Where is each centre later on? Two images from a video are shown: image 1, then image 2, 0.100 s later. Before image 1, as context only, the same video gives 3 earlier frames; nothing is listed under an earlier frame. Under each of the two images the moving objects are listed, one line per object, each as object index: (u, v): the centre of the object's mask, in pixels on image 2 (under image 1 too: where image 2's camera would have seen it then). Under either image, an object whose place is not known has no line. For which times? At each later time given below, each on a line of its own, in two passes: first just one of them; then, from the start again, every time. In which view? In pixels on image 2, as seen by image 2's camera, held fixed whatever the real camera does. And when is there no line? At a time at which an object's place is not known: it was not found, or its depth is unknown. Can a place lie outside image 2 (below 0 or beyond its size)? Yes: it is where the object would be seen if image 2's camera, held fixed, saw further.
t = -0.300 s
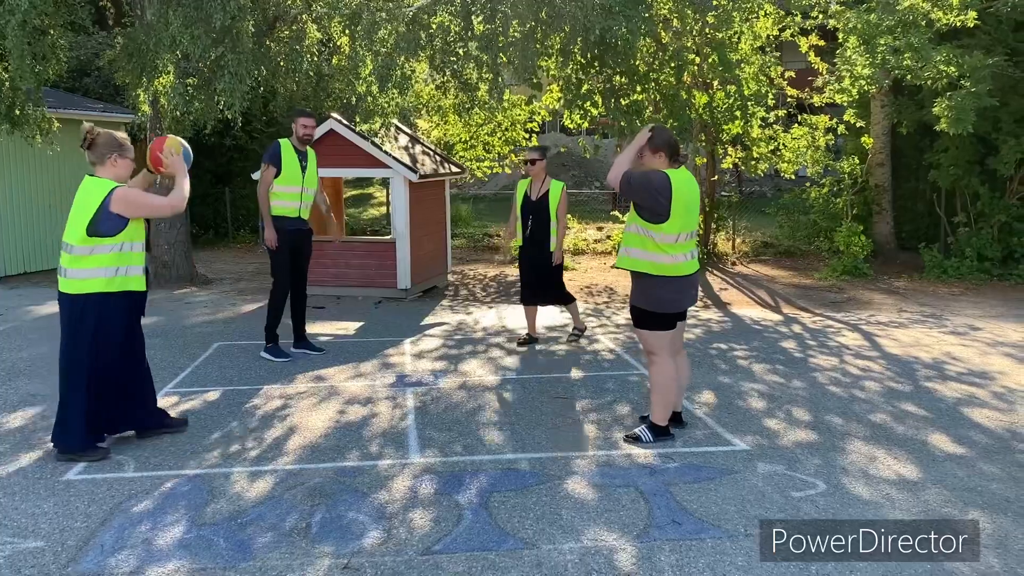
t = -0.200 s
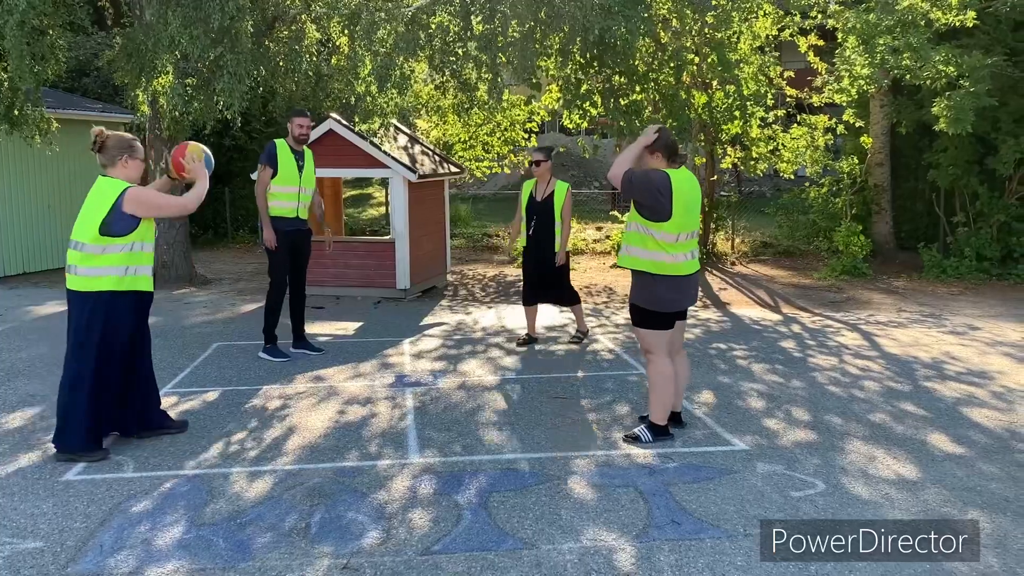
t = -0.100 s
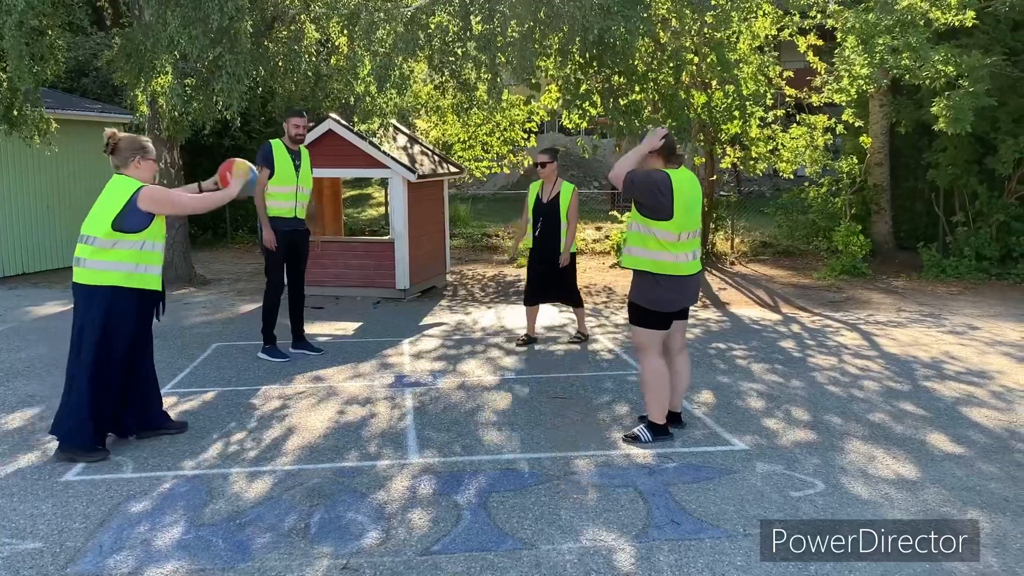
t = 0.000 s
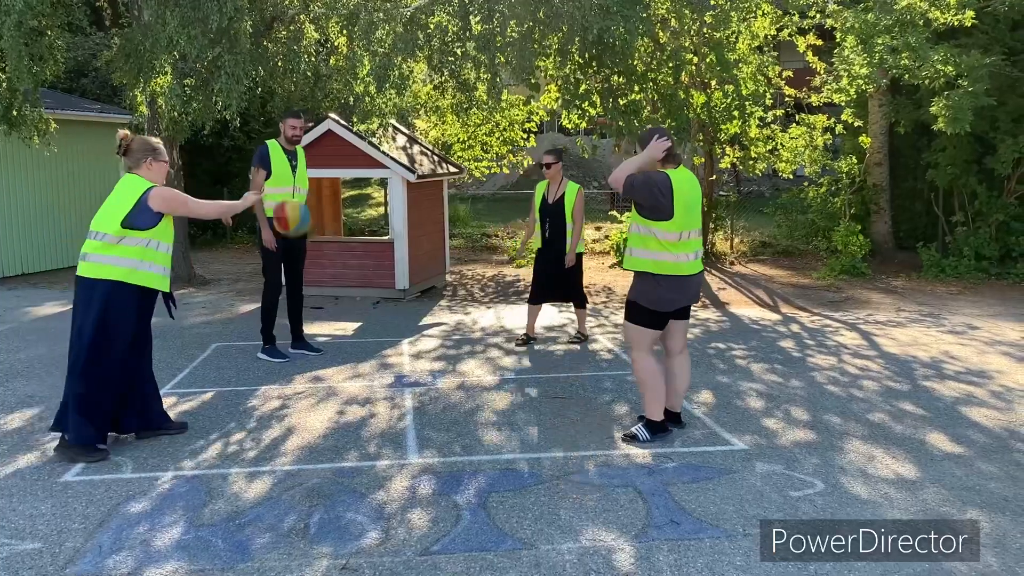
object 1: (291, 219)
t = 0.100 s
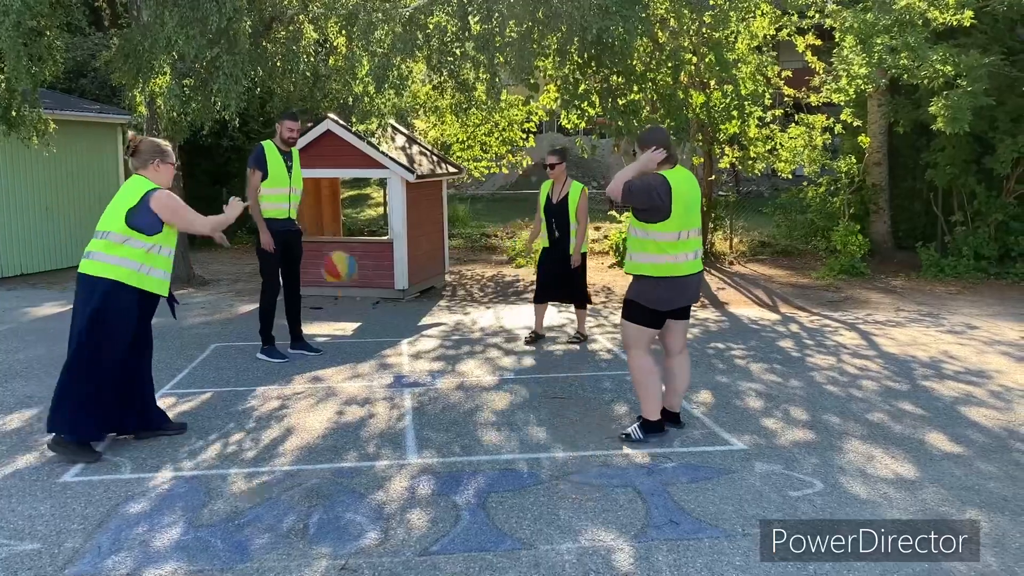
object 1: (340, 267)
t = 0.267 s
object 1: (405, 367)
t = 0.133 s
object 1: (354, 285)
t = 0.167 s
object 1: (368, 305)
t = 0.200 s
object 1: (381, 326)
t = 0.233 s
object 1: (395, 348)
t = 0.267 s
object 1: (405, 367)
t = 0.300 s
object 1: (411, 344)
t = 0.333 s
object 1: (416, 324)
